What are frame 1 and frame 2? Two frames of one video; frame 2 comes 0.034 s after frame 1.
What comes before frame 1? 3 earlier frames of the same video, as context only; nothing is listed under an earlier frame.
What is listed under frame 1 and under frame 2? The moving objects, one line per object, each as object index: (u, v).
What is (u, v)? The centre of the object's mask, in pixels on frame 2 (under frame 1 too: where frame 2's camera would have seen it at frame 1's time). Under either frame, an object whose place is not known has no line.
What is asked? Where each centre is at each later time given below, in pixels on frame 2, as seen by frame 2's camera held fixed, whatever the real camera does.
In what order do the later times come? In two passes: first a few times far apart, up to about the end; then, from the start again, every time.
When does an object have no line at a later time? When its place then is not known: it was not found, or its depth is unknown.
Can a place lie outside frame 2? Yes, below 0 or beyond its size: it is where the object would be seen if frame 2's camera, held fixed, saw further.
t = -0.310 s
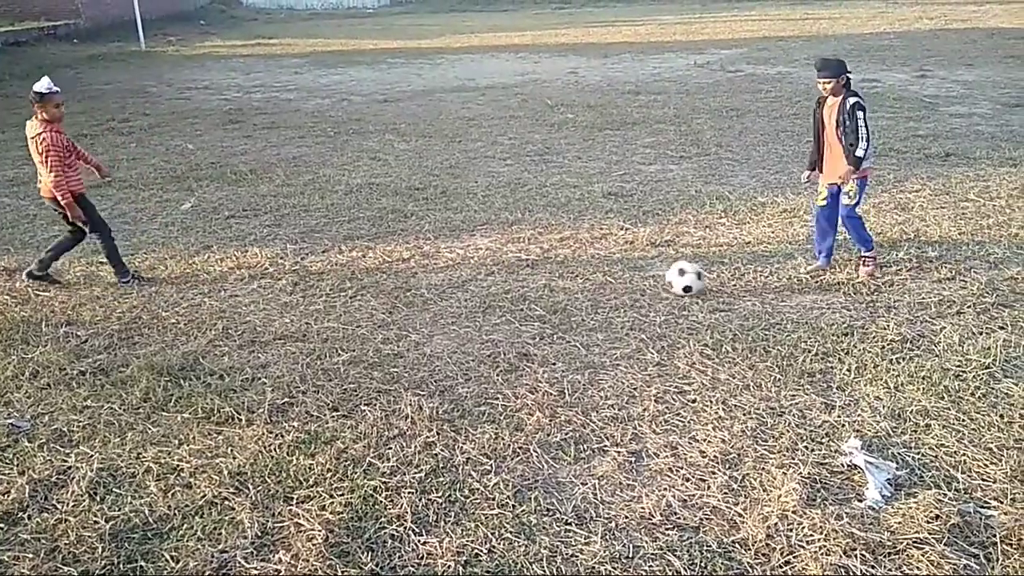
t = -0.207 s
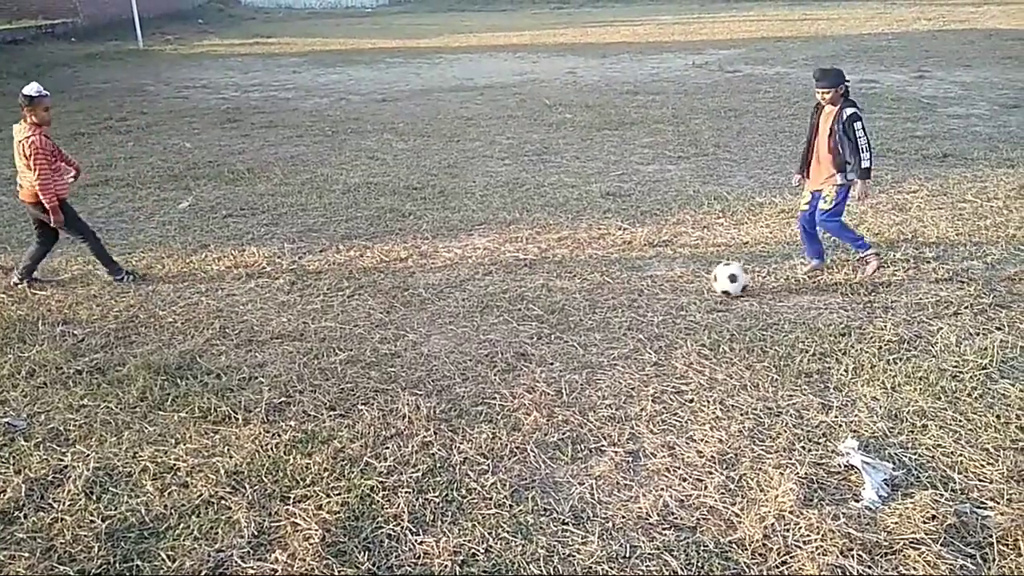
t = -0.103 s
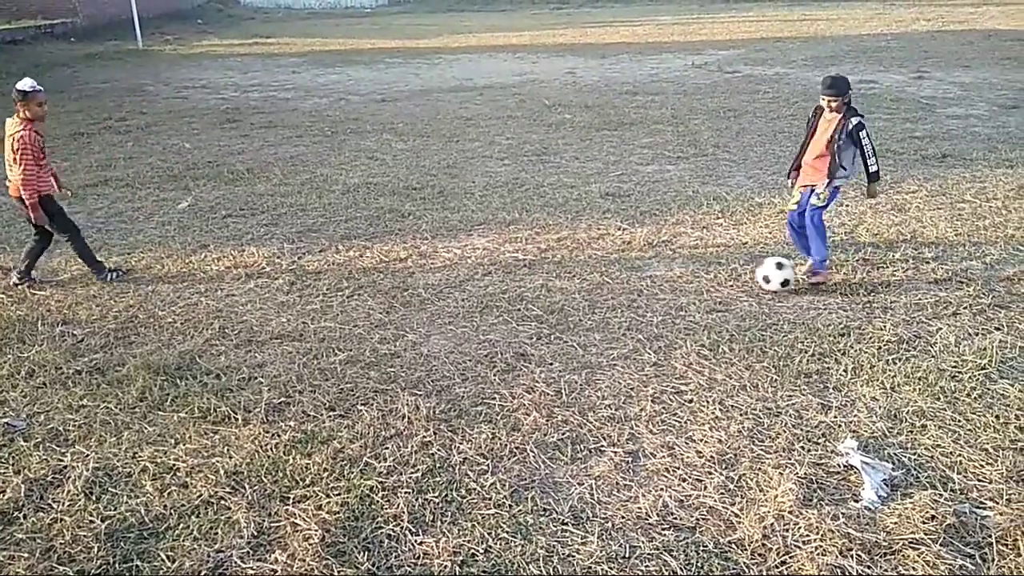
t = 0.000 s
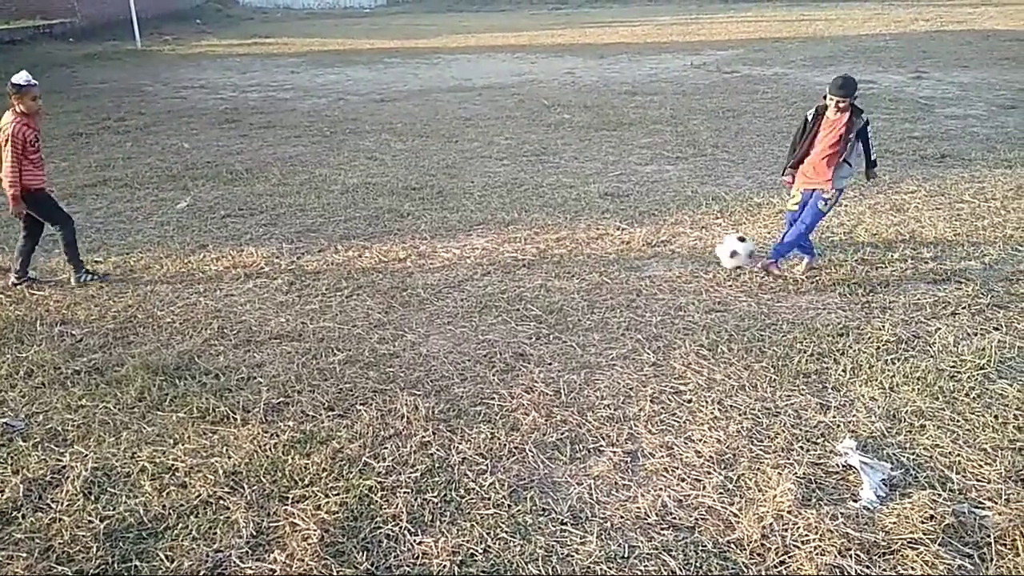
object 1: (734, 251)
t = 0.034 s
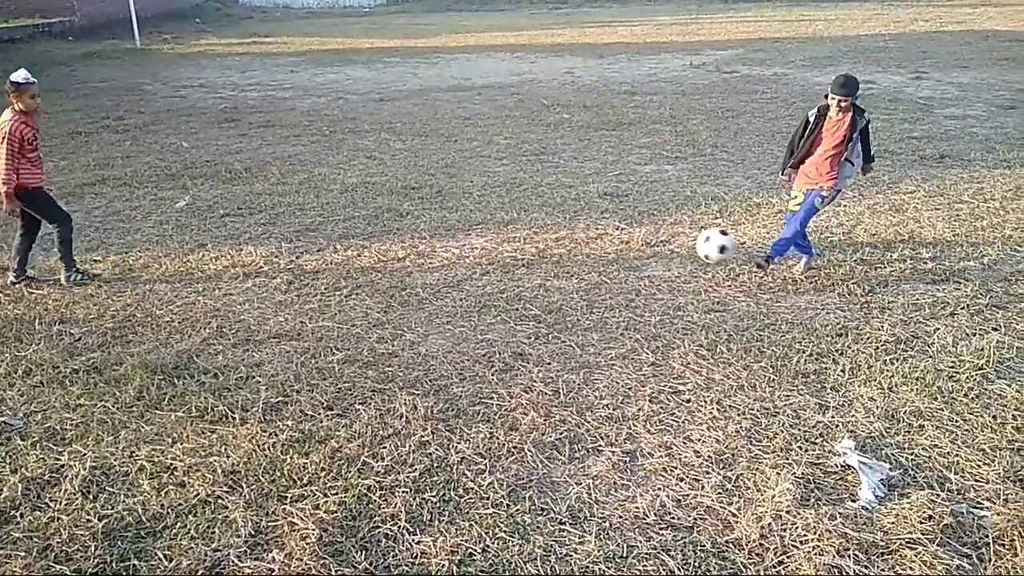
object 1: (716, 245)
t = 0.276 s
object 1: (587, 249)
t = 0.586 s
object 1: (509, 249)
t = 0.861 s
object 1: (452, 245)
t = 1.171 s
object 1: (399, 238)
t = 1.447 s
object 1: (361, 233)
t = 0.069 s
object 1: (698, 241)
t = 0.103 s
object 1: (676, 238)
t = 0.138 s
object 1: (660, 237)
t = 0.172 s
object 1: (640, 237)
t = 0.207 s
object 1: (622, 239)
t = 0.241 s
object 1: (606, 244)
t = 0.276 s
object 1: (587, 249)
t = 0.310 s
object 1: (570, 256)
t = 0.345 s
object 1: (556, 264)
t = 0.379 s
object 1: (547, 260)
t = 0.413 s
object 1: (541, 254)
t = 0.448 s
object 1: (535, 250)
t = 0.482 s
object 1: (528, 247)
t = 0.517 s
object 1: (521, 246)
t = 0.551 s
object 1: (516, 246)
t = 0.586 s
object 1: (509, 249)
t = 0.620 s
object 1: (504, 252)
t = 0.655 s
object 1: (497, 254)
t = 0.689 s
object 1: (491, 249)
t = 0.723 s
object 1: (485, 247)
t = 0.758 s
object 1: (476, 245)
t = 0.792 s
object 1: (463, 246)
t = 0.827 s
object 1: (458, 248)
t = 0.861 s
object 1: (452, 245)
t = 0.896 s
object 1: (446, 243)
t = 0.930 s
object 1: (439, 242)
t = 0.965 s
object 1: (433, 243)
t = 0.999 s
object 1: (427, 244)
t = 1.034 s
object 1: (421, 242)
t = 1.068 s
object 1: (415, 240)
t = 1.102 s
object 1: (410, 239)
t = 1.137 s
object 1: (404, 238)
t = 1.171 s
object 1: (399, 238)
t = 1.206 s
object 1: (394, 237)
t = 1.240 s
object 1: (389, 236)
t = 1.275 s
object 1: (384, 236)
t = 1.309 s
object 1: (380, 236)
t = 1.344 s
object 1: (375, 235)
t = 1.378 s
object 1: (370, 235)
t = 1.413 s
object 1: (366, 234)
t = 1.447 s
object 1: (361, 233)
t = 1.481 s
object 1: (356, 232)
